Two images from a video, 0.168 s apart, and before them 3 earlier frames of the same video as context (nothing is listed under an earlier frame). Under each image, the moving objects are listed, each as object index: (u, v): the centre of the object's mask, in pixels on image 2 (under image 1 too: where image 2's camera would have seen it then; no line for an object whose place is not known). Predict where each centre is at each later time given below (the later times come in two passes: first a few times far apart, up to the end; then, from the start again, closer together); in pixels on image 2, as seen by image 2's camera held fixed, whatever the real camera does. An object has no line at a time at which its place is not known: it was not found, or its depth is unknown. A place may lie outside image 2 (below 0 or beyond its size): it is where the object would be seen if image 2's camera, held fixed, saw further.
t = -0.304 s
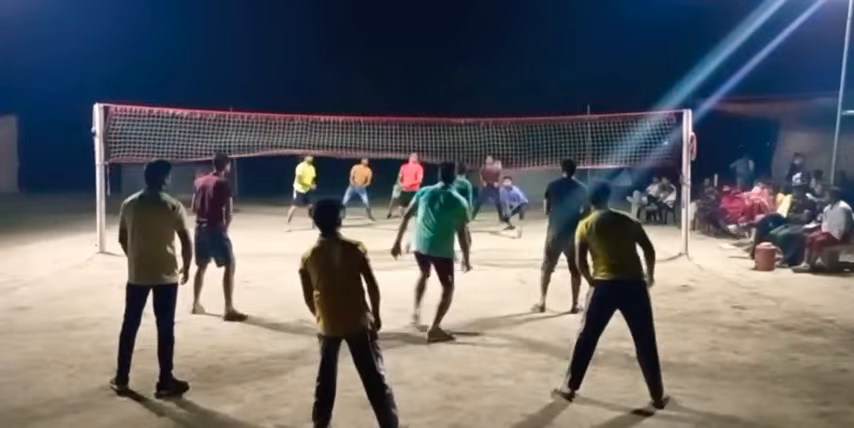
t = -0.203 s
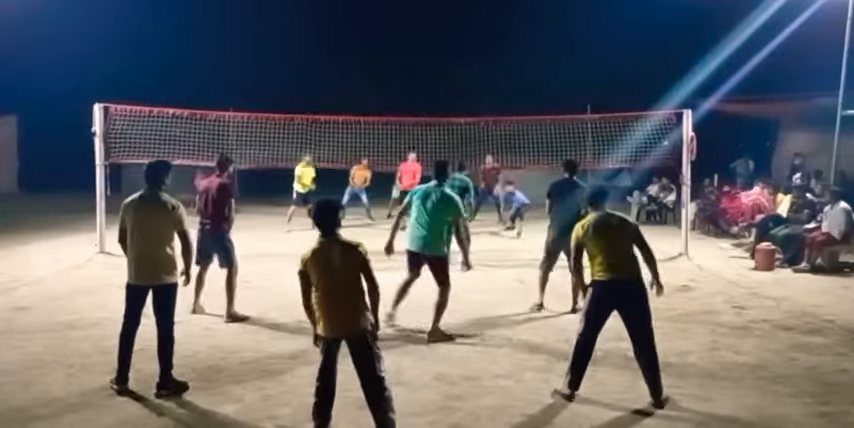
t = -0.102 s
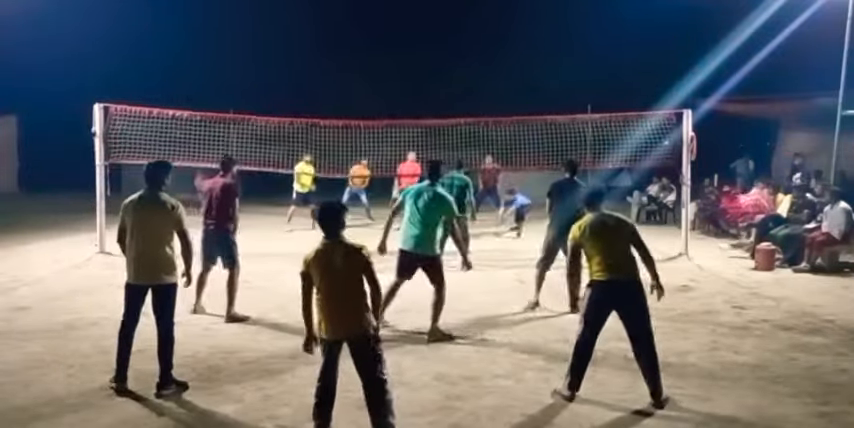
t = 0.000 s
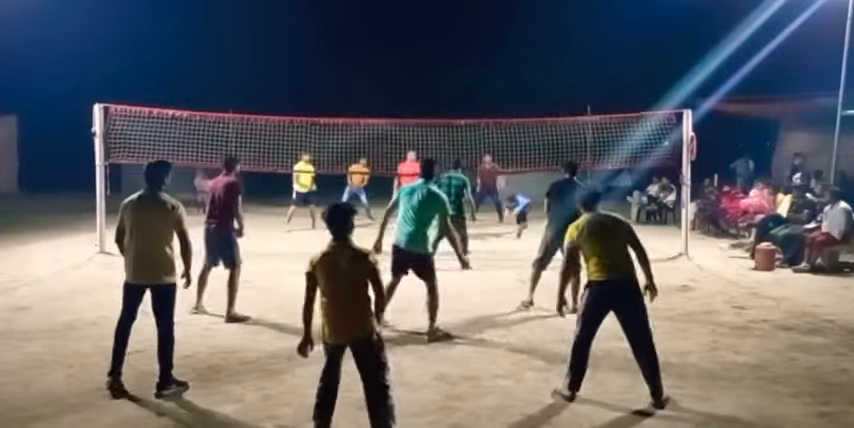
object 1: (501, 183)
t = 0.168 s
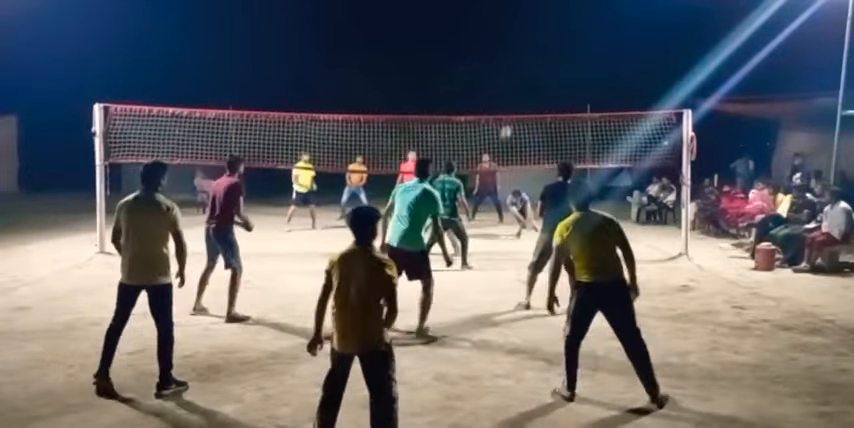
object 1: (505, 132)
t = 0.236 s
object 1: (507, 111)
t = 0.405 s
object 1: (513, 75)
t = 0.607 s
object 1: (521, 45)
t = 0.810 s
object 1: (529, 37)
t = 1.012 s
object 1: (539, 63)
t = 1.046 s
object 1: (541, 72)
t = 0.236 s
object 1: (507, 111)
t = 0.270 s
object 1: (509, 105)
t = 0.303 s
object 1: (510, 97)
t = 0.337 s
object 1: (511, 89)
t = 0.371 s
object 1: (512, 82)
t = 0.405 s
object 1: (513, 75)
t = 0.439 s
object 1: (514, 69)
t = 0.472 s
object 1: (516, 63)
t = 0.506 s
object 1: (517, 57)
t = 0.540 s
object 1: (519, 52)
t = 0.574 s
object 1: (520, 48)
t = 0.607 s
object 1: (521, 45)
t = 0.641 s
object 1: (522, 42)
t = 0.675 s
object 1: (524, 39)
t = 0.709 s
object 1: (526, 37)
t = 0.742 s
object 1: (527, 36)
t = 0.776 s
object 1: (528, 36)
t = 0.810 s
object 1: (529, 37)
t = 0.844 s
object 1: (531, 39)
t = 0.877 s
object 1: (533, 42)
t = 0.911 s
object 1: (534, 45)
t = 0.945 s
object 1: (536, 50)
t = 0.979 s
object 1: (537, 56)
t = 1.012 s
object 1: (539, 63)
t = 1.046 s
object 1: (541, 72)
